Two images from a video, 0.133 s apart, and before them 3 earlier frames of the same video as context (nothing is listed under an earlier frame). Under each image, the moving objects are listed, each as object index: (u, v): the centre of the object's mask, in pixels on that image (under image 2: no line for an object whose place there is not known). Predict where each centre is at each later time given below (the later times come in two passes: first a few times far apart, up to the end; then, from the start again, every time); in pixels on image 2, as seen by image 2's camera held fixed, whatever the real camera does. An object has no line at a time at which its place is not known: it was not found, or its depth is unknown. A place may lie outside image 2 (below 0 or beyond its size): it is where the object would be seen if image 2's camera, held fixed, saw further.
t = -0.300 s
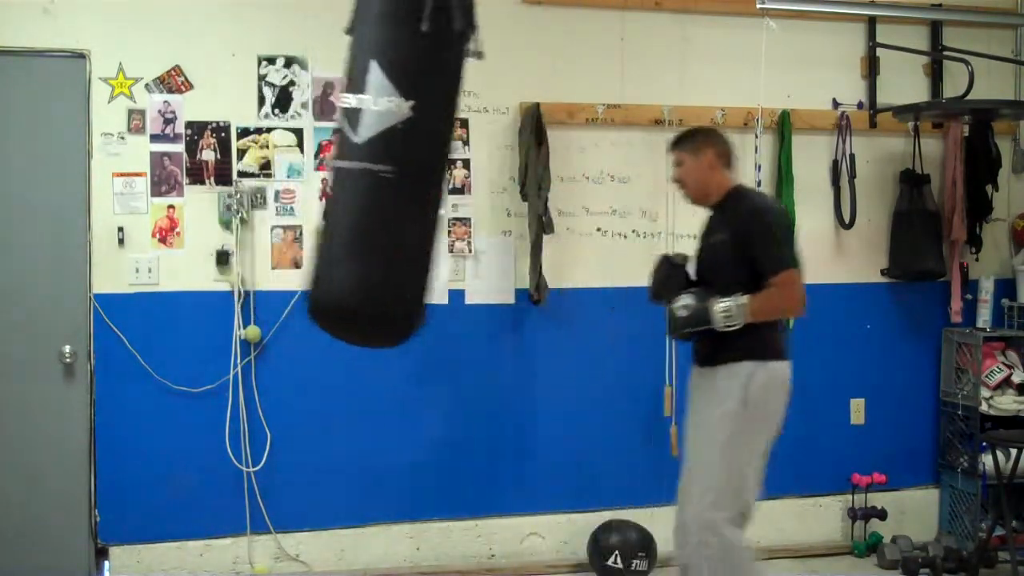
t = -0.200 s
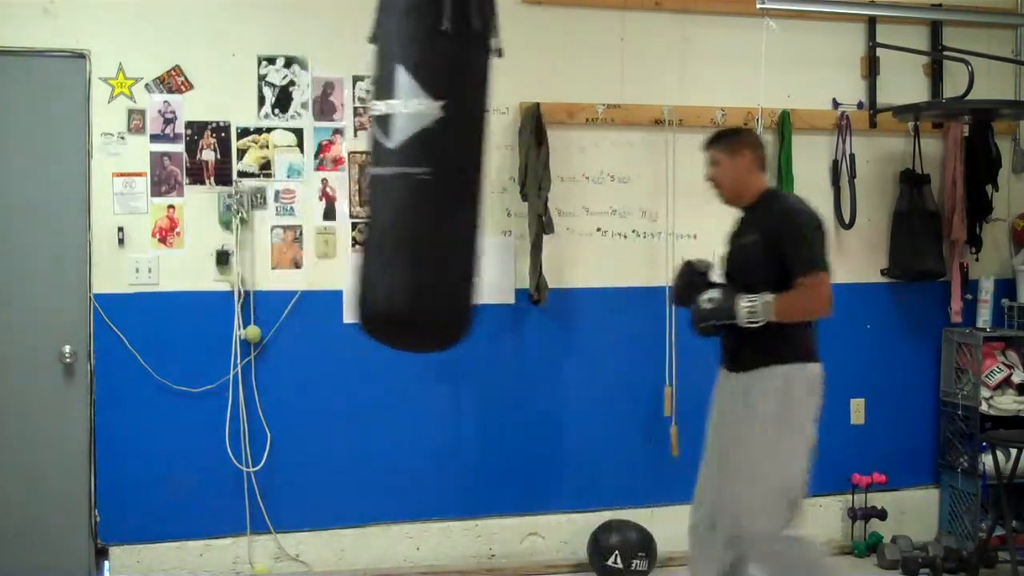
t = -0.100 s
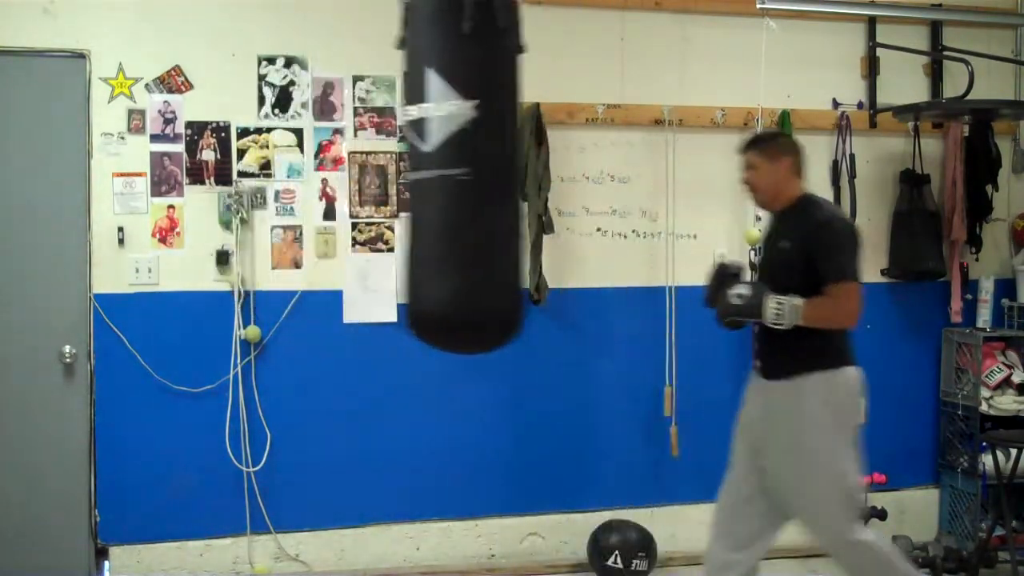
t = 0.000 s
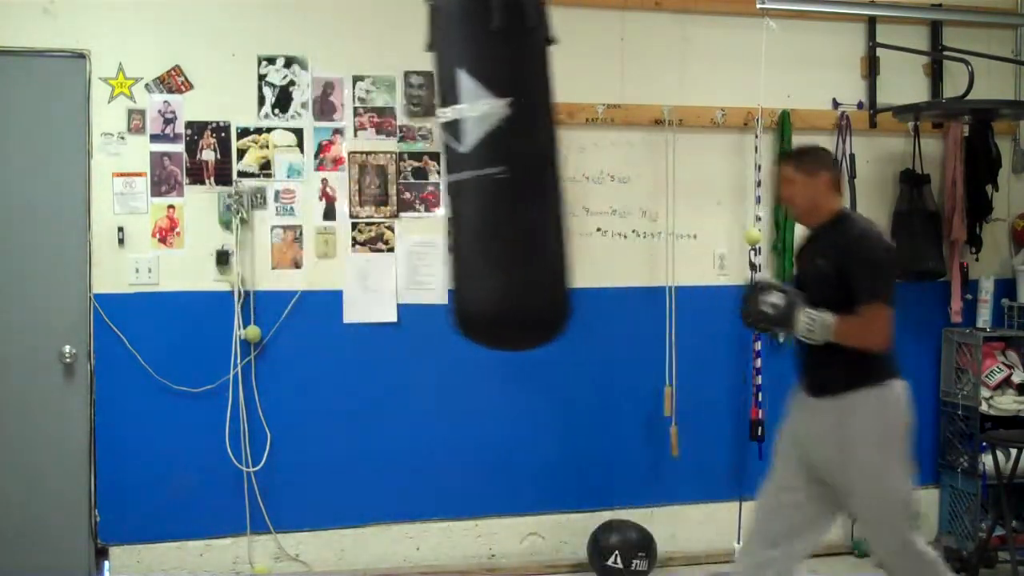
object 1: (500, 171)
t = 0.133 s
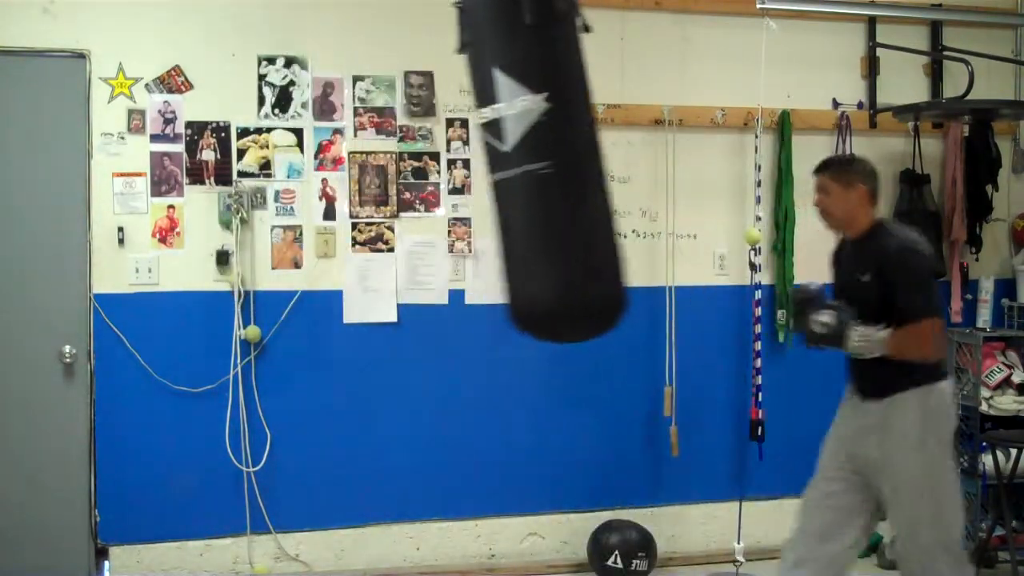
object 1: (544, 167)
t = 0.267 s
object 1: (576, 162)
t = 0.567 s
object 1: (595, 158)
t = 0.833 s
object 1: (544, 162)
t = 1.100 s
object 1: (455, 167)
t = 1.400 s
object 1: (356, 162)
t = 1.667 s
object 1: (306, 156)
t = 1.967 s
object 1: (323, 161)
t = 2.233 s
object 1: (401, 171)
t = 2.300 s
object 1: (425, 170)
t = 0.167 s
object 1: (553, 164)
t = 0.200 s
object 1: (561, 164)
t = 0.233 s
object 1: (569, 164)
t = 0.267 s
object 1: (576, 162)
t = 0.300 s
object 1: (582, 159)
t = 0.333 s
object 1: (587, 158)
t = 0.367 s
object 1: (592, 159)
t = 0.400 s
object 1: (595, 157)
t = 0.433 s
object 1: (596, 157)
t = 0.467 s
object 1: (598, 158)
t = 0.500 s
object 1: (598, 158)
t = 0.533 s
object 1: (596, 157)
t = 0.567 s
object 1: (595, 158)
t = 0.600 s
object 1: (590, 157)
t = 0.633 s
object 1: (587, 158)
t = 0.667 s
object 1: (581, 158)
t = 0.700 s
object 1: (576, 160)
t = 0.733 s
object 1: (569, 161)
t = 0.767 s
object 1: (561, 161)
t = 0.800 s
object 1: (553, 162)
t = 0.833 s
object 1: (544, 162)
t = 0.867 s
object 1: (535, 164)
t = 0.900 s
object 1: (525, 166)
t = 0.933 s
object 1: (513, 165)
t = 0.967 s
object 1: (502, 166)
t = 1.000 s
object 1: (493, 168)
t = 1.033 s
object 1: (480, 169)
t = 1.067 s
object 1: (469, 169)
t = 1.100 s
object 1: (455, 167)
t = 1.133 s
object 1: (445, 168)
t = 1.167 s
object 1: (432, 167)
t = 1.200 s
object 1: (420, 167)
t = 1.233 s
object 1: (408, 166)
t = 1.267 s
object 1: (397, 165)
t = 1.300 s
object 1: (388, 165)
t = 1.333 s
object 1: (375, 164)
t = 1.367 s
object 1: (366, 164)
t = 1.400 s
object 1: (356, 162)
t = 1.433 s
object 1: (347, 162)
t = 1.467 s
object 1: (338, 160)
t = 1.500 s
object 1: (331, 159)
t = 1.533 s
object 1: (325, 159)
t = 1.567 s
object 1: (319, 157)
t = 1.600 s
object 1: (314, 157)
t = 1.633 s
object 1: (309, 156)
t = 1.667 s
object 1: (306, 156)
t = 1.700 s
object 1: (304, 155)
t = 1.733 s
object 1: (303, 156)
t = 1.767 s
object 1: (302, 156)
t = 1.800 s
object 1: (303, 156)
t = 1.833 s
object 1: (305, 156)
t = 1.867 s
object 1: (308, 157)
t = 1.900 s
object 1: (312, 158)
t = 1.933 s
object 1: (317, 159)
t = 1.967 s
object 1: (323, 161)
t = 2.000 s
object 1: (330, 161)
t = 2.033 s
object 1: (338, 163)
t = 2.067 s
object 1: (346, 164)
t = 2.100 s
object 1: (356, 165)
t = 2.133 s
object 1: (367, 167)
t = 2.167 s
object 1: (376, 167)
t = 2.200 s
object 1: (389, 170)
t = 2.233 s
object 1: (401, 171)
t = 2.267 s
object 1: (412, 170)
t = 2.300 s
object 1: (425, 170)
